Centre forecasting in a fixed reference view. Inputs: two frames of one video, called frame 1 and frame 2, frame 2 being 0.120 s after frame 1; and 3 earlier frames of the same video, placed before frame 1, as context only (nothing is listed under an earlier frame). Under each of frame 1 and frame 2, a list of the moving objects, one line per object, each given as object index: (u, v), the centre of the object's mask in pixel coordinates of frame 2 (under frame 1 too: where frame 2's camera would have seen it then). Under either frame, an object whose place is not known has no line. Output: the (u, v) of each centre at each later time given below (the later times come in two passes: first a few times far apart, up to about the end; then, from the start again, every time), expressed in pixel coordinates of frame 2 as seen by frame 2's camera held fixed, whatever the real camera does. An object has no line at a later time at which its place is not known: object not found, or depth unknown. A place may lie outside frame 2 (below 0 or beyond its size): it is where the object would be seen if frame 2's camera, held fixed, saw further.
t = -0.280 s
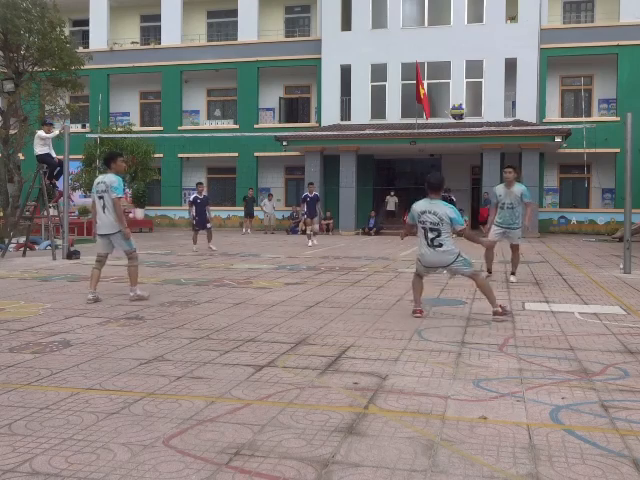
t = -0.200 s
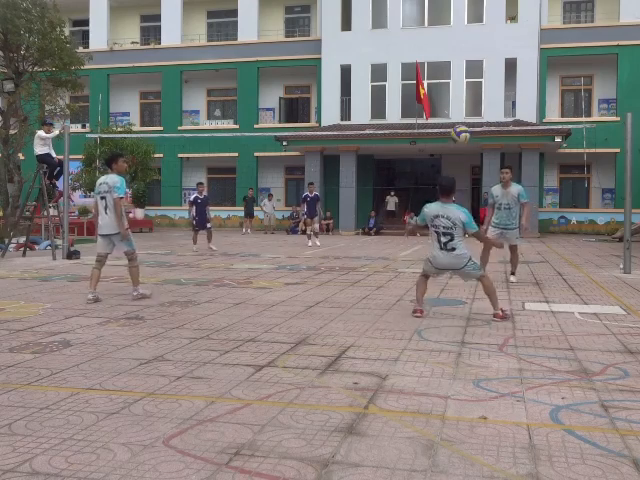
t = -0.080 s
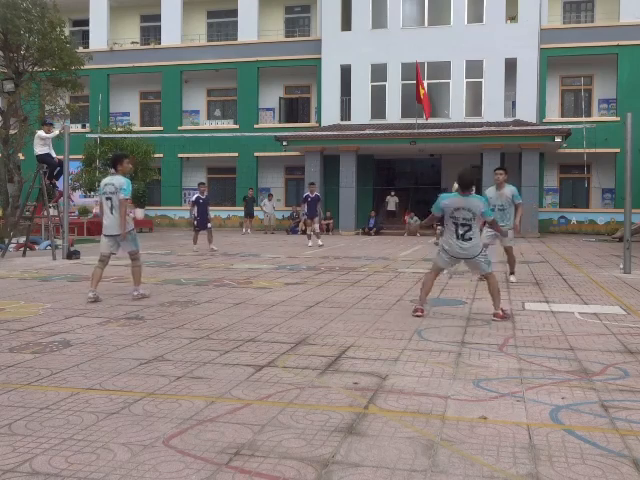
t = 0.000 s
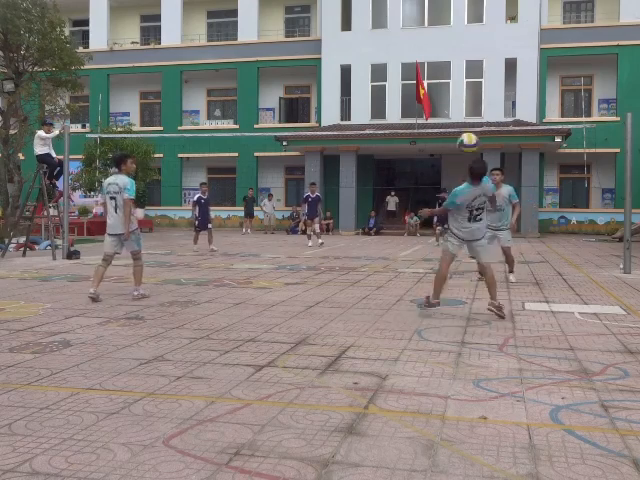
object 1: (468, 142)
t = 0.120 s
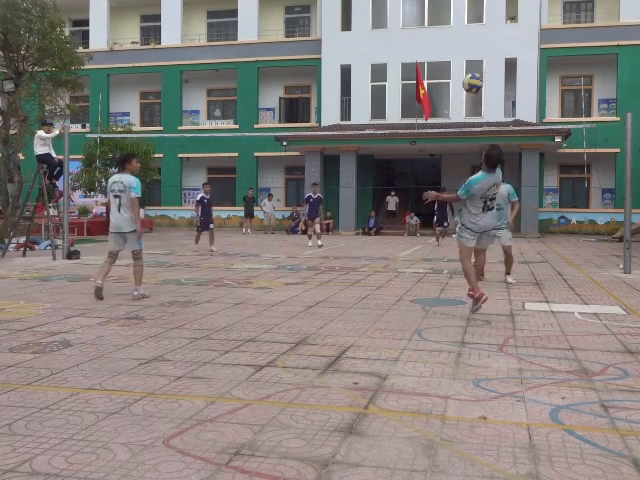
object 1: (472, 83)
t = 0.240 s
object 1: (477, 41)
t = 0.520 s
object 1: (485, 6)
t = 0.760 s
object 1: (488, 26)
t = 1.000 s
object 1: (490, 89)
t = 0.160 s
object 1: (474, 66)
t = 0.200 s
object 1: (476, 53)
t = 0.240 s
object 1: (477, 41)
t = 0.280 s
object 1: (478, 31)
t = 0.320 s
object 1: (480, 23)
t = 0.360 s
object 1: (482, 16)
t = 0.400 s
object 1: (483, 11)
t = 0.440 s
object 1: (484, 8)
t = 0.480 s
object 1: (485, 6)
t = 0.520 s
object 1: (485, 6)
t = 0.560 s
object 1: (486, 6)
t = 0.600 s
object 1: (486, 7)
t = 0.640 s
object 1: (487, 9)
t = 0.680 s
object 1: (487, 14)
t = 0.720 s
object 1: (488, 19)
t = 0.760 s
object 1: (488, 26)
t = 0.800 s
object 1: (489, 34)
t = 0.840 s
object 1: (489, 43)
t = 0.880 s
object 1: (489, 53)
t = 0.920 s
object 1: (490, 64)
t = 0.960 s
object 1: (489, 76)
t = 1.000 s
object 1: (490, 89)
